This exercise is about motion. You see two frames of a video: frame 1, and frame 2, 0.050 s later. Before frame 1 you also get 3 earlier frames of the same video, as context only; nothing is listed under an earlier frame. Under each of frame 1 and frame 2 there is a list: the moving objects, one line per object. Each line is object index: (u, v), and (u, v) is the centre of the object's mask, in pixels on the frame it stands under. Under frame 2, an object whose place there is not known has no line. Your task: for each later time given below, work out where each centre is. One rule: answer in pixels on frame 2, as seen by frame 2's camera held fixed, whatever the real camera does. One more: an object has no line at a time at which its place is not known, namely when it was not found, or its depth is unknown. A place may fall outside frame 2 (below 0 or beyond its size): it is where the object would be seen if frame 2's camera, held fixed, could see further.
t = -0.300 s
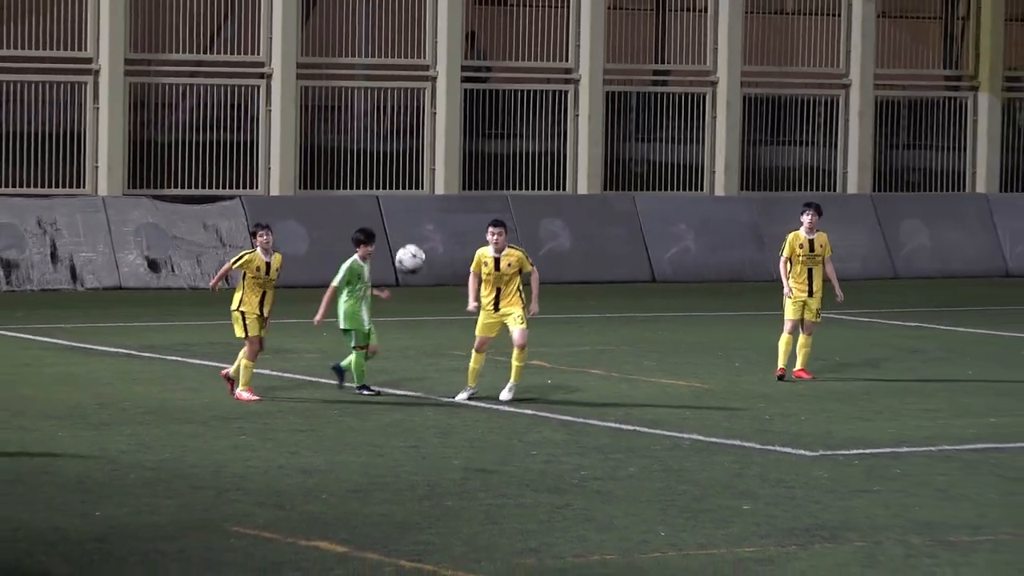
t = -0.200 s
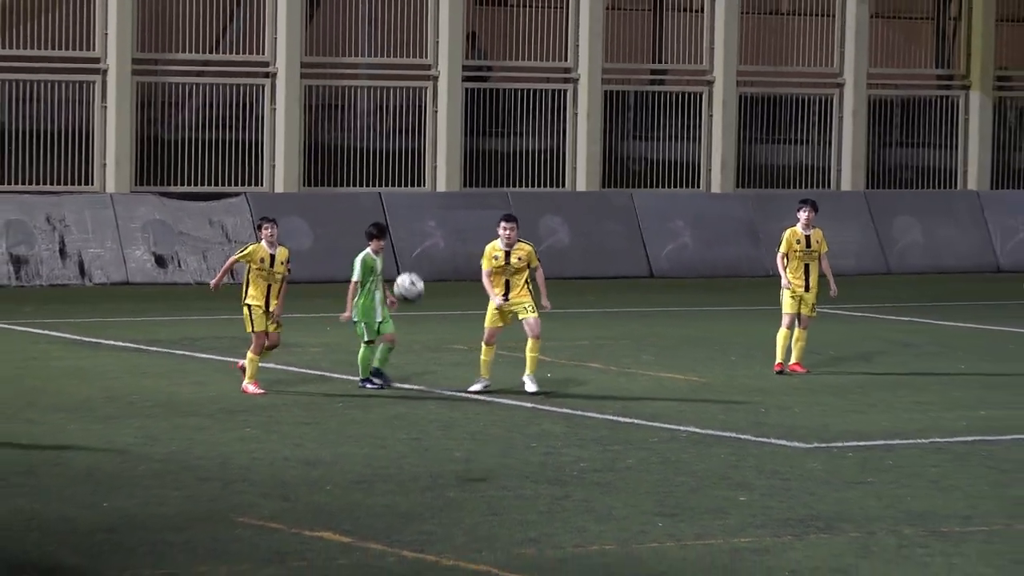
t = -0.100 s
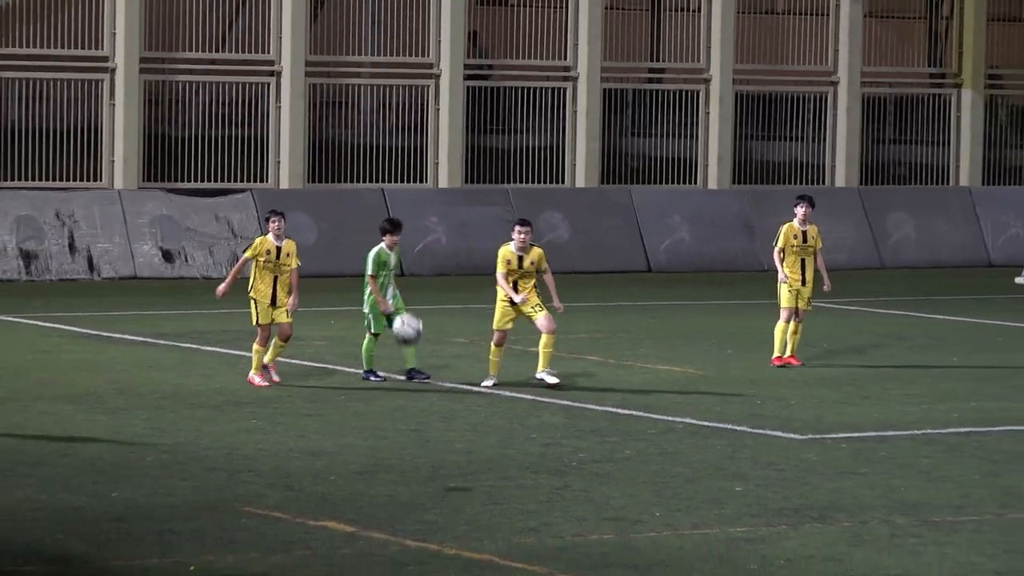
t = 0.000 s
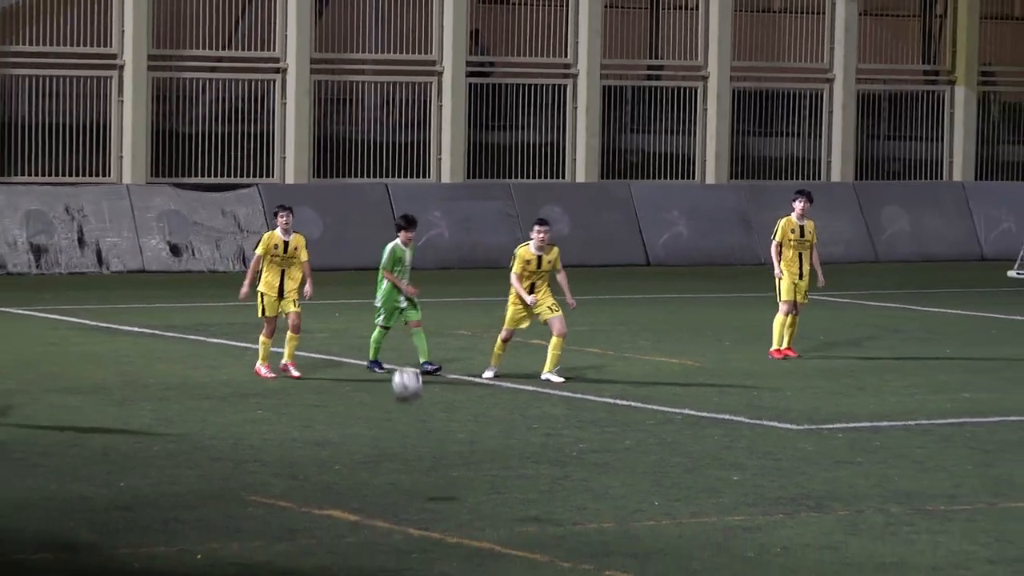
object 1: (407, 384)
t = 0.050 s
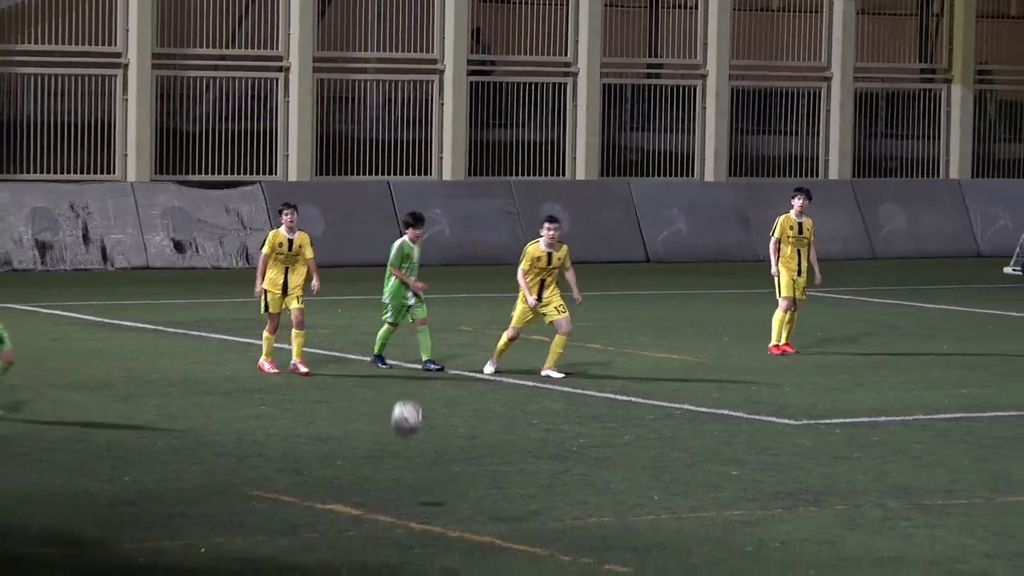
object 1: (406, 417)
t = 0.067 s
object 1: (405, 432)
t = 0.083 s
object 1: (404, 446)
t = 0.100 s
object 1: (402, 462)
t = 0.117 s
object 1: (401, 476)
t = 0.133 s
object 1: (399, 493)
